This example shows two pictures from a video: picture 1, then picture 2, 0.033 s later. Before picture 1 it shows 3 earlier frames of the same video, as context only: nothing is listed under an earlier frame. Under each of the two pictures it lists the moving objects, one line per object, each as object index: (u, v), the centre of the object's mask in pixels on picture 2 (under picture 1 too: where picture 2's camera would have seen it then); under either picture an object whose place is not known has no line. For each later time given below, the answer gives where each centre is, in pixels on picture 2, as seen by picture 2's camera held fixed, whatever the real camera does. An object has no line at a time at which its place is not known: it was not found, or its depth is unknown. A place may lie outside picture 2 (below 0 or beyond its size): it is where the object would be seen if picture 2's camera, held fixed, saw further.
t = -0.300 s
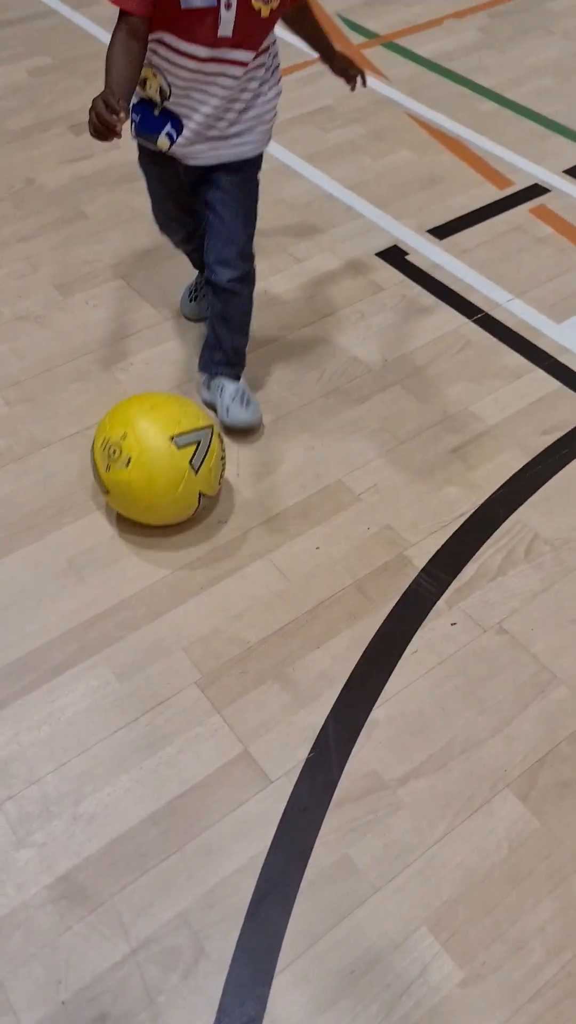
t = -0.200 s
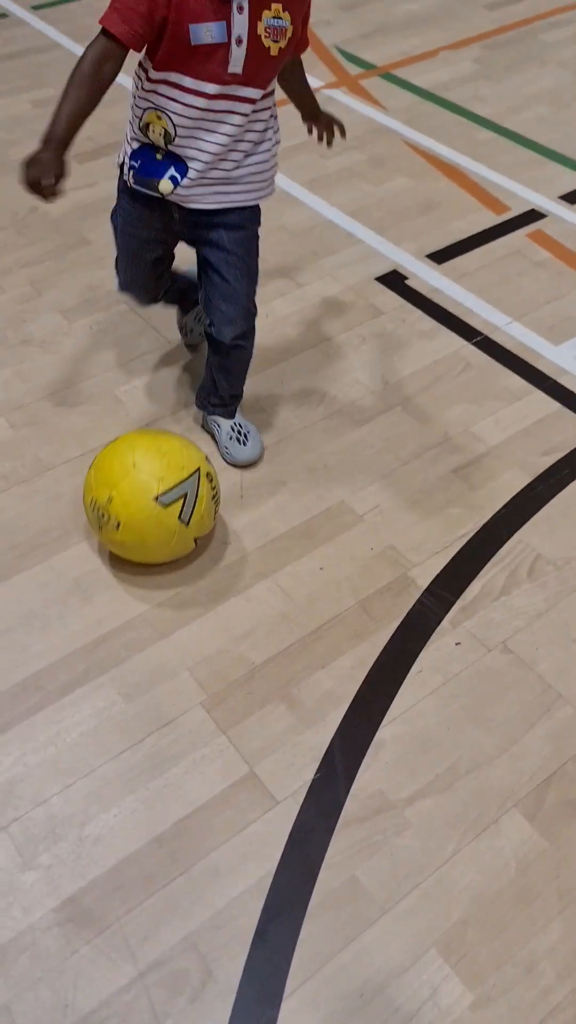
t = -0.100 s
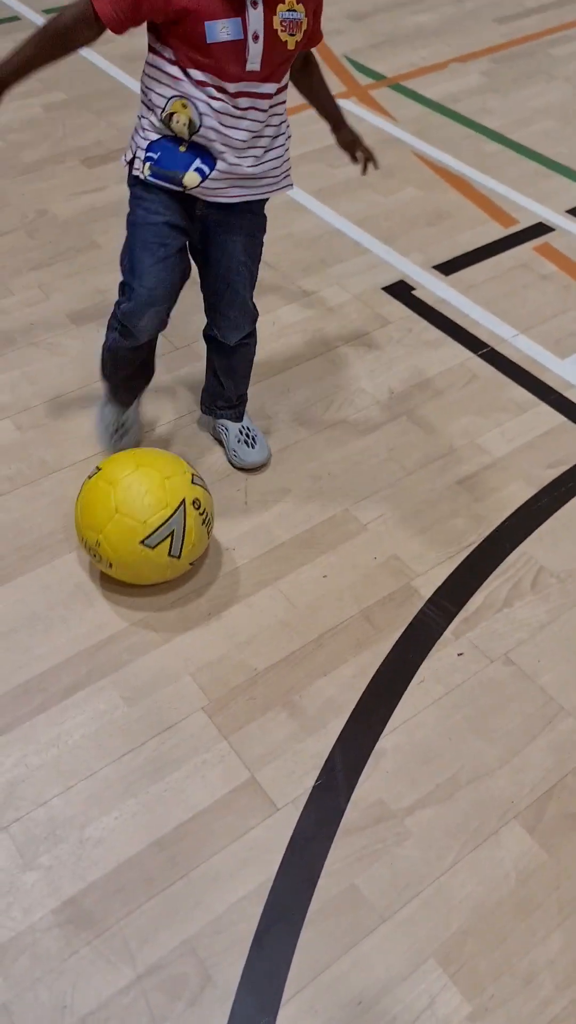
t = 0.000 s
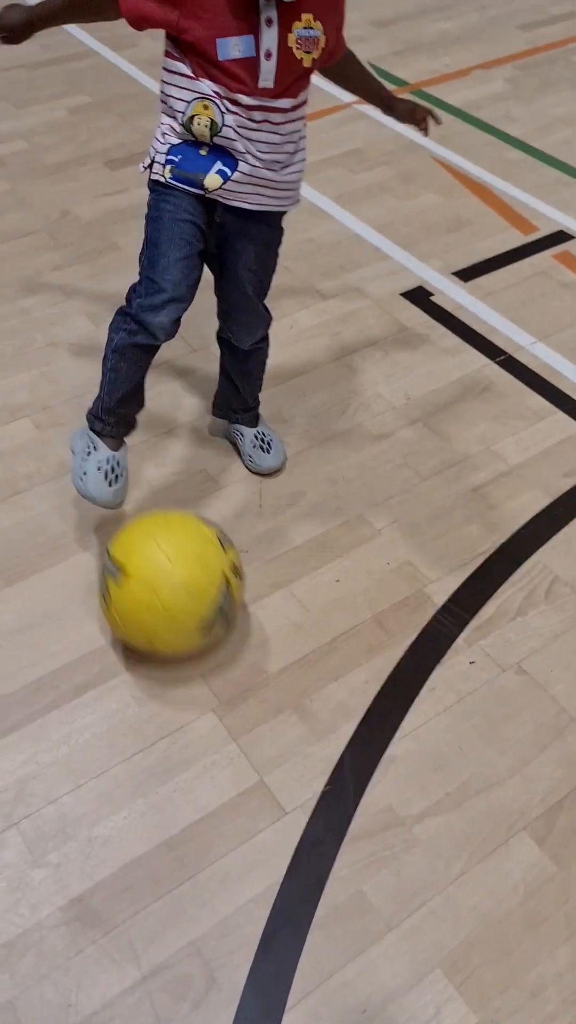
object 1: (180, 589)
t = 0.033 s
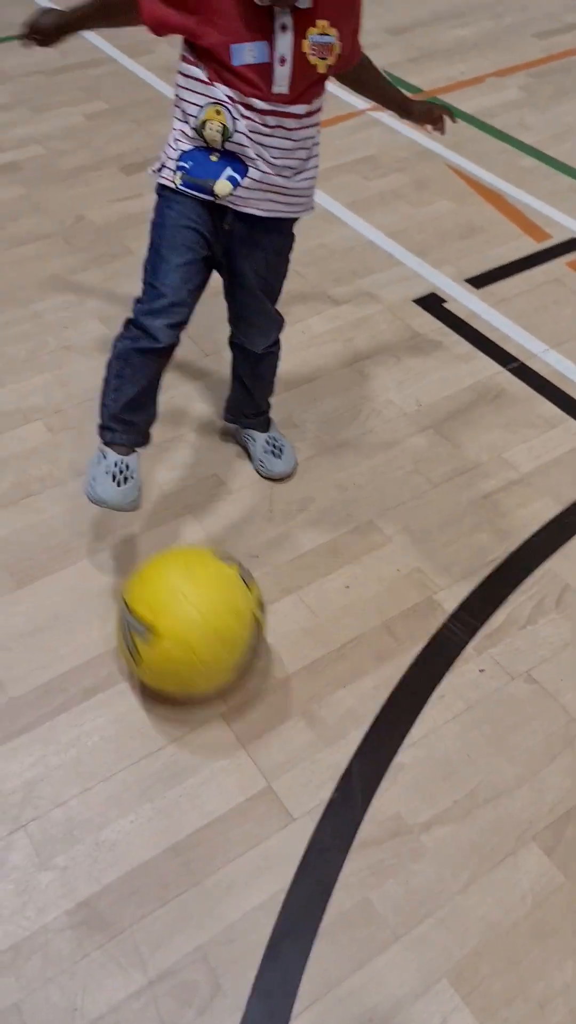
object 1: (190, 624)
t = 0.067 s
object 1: (200, 657)
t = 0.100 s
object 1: (210, 692)
